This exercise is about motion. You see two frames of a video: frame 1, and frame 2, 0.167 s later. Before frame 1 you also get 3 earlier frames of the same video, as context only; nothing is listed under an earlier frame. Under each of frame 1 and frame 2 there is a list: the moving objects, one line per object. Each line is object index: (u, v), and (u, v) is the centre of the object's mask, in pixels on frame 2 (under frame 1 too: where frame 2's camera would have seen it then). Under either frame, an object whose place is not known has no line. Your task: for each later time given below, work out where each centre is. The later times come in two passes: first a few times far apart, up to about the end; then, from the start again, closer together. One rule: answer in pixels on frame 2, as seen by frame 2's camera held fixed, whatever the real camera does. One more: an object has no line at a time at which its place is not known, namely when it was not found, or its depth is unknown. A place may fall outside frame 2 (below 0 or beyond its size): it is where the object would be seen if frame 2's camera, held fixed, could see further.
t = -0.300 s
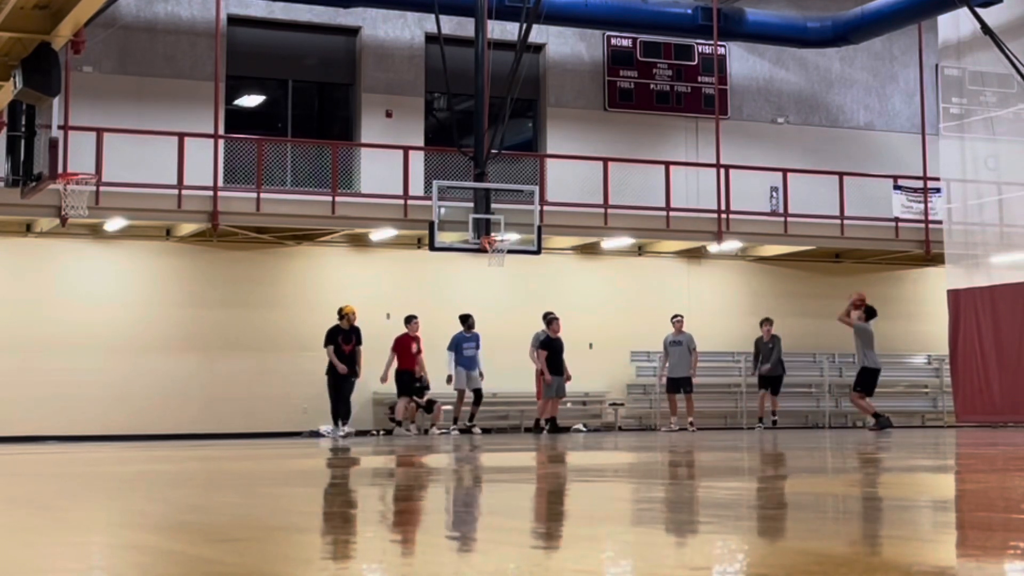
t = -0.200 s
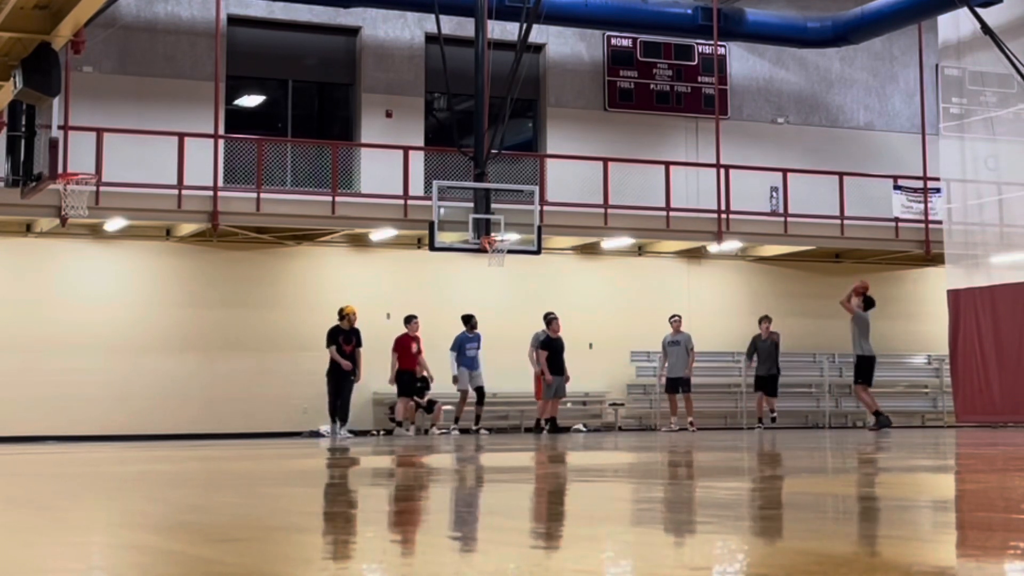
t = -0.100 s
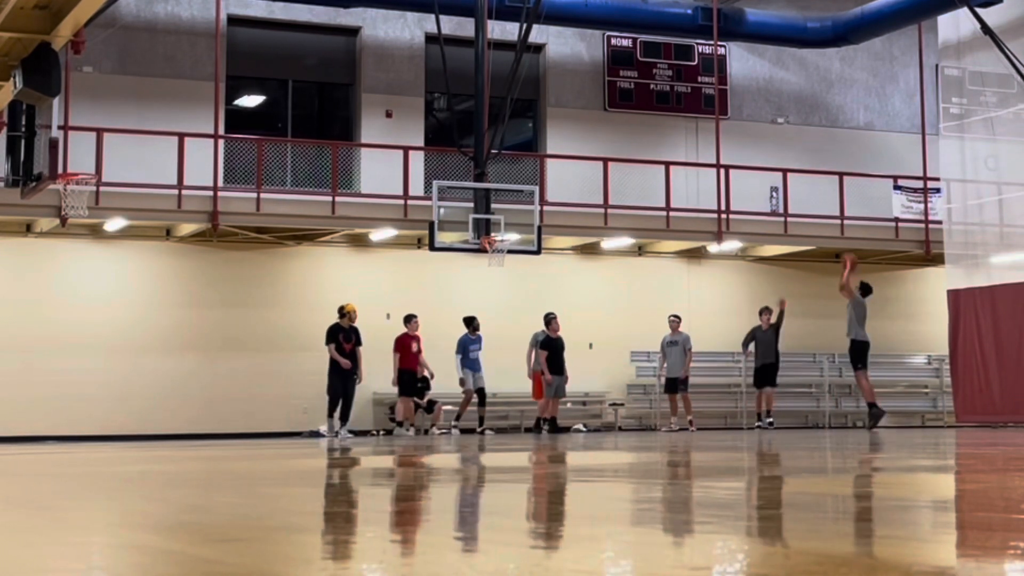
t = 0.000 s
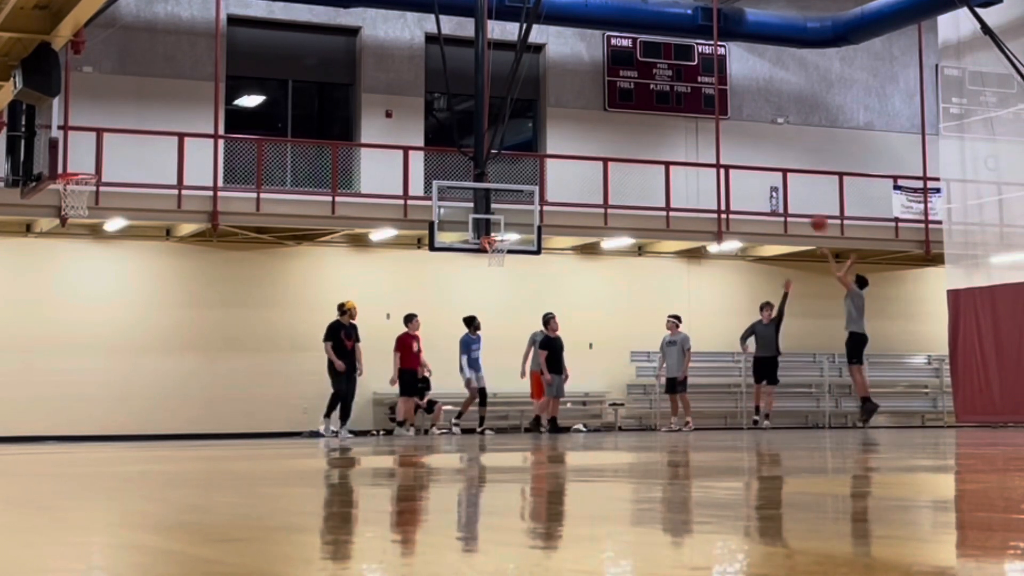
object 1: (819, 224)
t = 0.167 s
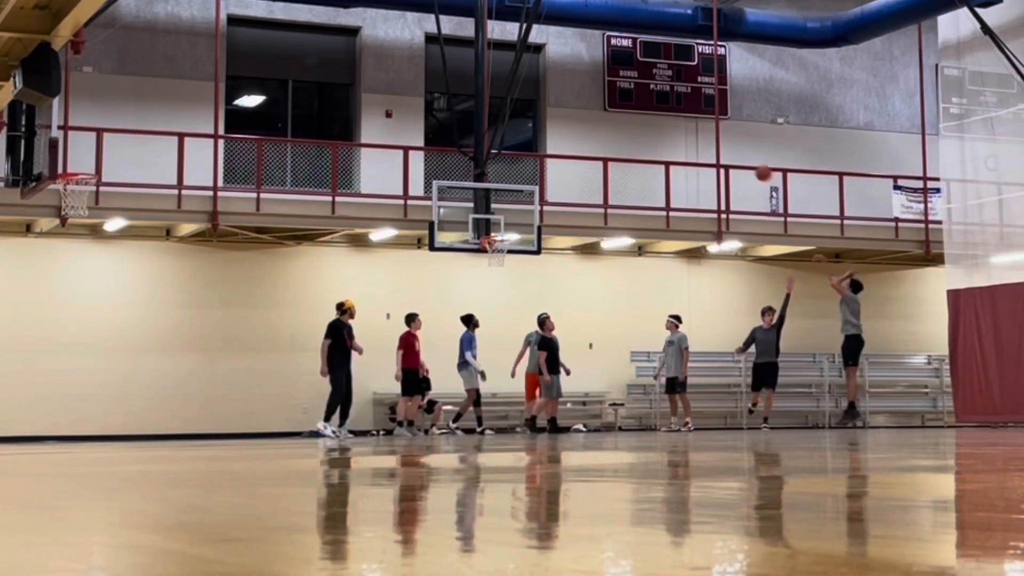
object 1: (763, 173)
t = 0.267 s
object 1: (732, 153)
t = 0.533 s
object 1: (654, 132)
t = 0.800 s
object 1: (582, 157)
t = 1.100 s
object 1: (508, 231)
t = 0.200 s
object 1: (753, 166)
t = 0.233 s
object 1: (742, 159)
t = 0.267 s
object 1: (732, 153)
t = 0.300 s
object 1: (722, 148)
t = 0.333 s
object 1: (711, 144)
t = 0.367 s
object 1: (702, 140)
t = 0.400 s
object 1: (692, 137)
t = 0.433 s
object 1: (682, 136)
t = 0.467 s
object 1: (673, 134)
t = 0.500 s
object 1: (663, 132)
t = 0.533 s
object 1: (654, 132)
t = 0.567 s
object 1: (645, 133)
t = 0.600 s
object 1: (635, 135)
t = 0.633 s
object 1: (626, 137)
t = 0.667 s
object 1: (617, 139)
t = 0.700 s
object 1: (608, 143)
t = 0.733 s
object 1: (599, 147)
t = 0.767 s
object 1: (591, 151)
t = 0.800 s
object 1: (582, 157)
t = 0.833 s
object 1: (573, 163)
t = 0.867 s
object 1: (565, 169)
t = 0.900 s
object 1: (556, 177)
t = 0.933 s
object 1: (549, 184)
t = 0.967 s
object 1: (541, 193)
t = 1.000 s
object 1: (532, 203)
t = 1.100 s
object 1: (508, 231)
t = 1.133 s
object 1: (510, 226)
